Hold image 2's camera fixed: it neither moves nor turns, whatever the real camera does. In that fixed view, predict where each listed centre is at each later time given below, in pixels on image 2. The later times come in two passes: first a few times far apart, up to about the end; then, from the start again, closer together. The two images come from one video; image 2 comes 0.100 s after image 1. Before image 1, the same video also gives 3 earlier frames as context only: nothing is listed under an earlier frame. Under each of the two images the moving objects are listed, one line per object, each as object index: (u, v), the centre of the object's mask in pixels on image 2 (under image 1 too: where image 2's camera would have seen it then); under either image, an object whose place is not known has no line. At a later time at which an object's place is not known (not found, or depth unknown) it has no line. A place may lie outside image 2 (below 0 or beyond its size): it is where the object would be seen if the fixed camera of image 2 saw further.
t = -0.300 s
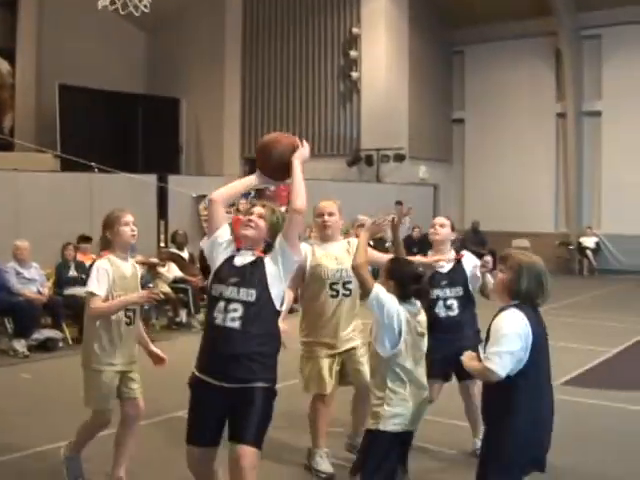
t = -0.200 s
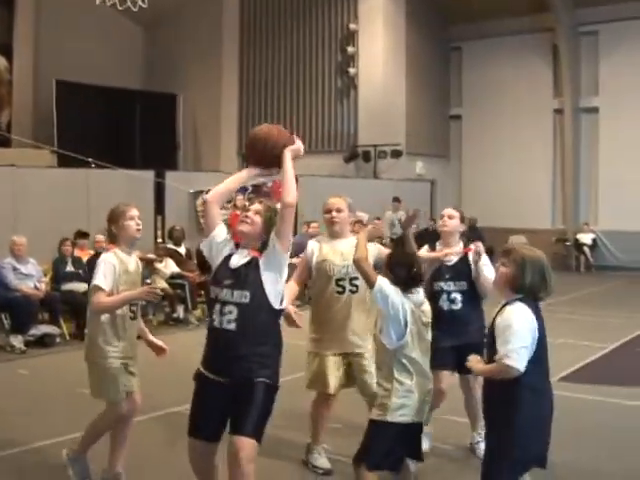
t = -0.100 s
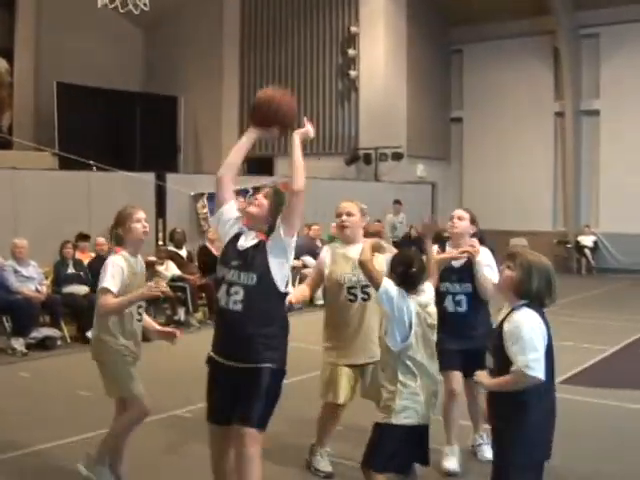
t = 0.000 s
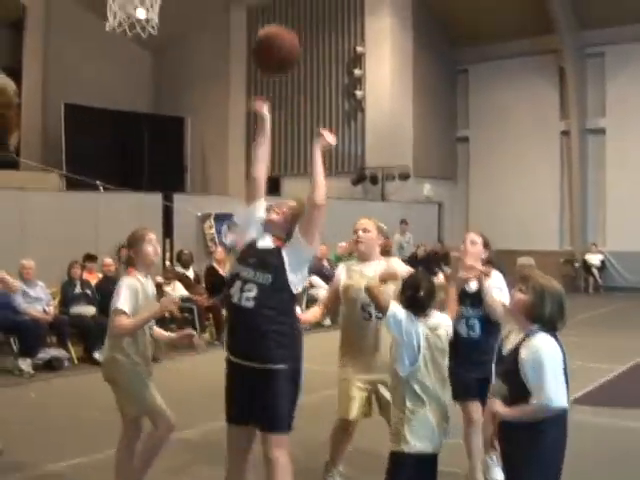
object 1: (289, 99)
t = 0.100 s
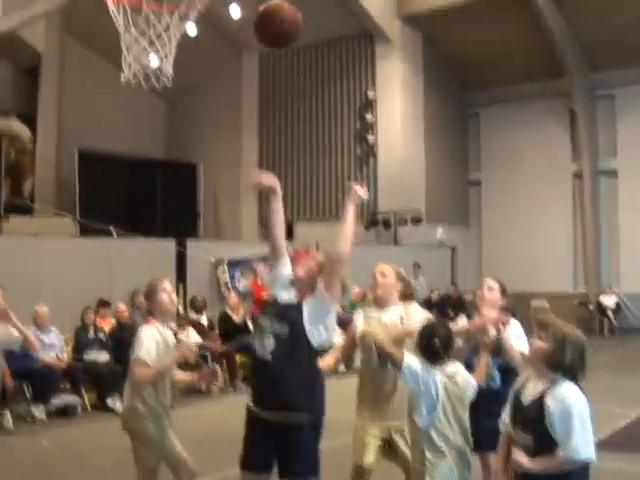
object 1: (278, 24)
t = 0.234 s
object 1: (262, -45)
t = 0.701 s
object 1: (212, -31)
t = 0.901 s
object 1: (182, 1)
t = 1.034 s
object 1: (161, 46)
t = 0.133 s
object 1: (274, 4)
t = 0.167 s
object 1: (271, -14)
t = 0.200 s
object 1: (266, -31)
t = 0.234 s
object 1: (262, -45)
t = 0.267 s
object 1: (258, -56)
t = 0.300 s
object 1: (255, -65)
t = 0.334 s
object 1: (250, -73)
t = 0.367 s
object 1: (246, -79)
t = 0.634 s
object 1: (215, -44)
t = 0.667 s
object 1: (215, -31)
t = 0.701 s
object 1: (212, -31)
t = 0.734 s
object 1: (210, -33)
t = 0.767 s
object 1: (208, -32)
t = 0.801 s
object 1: (206, -30)
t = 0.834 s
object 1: (195, -15)
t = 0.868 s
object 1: (187, -10)
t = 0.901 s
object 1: (182, 1)
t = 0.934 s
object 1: (179, 4)
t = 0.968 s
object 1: (173, 11)
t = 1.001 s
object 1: (165, 31)
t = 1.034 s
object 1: (161, 46)
